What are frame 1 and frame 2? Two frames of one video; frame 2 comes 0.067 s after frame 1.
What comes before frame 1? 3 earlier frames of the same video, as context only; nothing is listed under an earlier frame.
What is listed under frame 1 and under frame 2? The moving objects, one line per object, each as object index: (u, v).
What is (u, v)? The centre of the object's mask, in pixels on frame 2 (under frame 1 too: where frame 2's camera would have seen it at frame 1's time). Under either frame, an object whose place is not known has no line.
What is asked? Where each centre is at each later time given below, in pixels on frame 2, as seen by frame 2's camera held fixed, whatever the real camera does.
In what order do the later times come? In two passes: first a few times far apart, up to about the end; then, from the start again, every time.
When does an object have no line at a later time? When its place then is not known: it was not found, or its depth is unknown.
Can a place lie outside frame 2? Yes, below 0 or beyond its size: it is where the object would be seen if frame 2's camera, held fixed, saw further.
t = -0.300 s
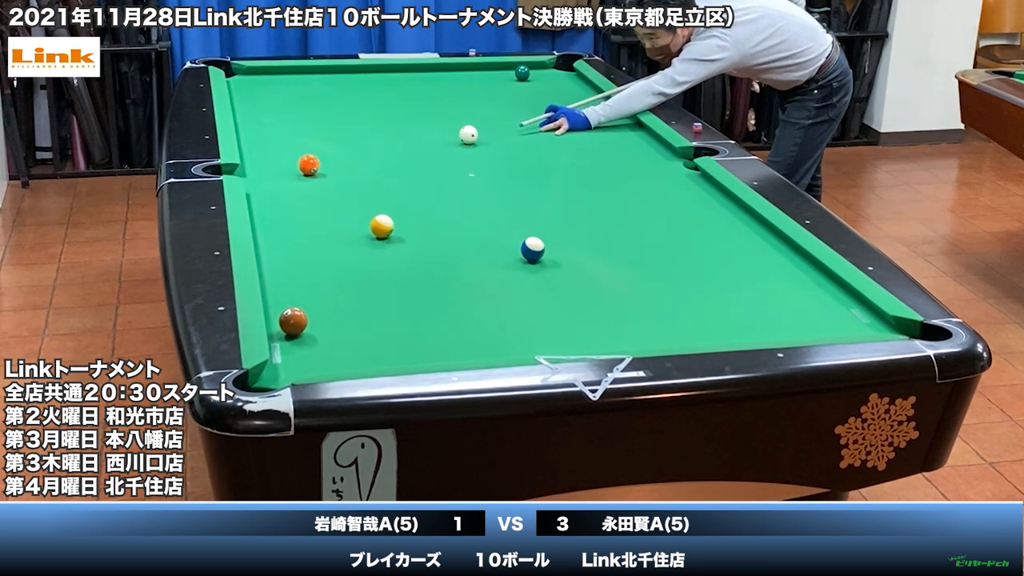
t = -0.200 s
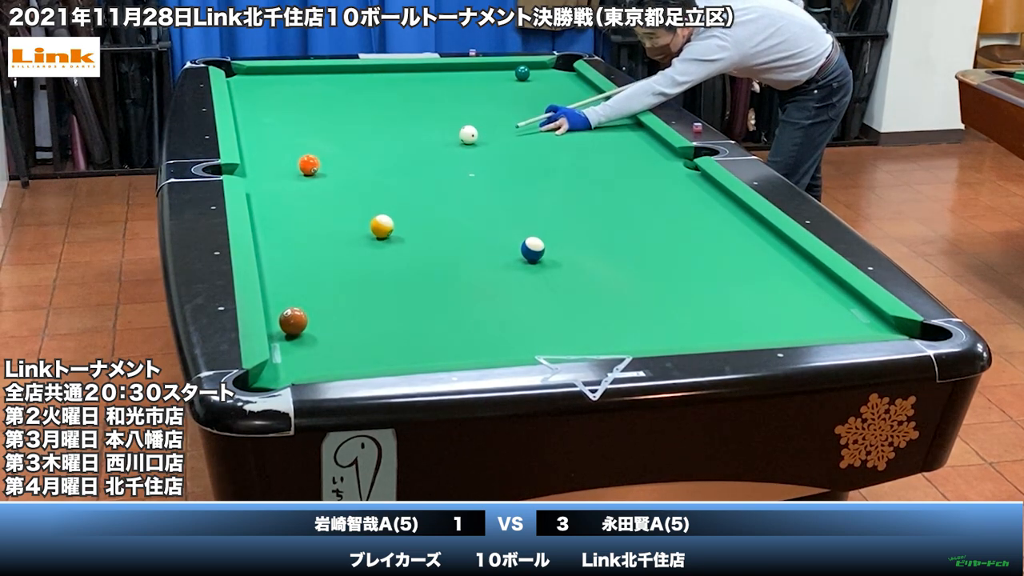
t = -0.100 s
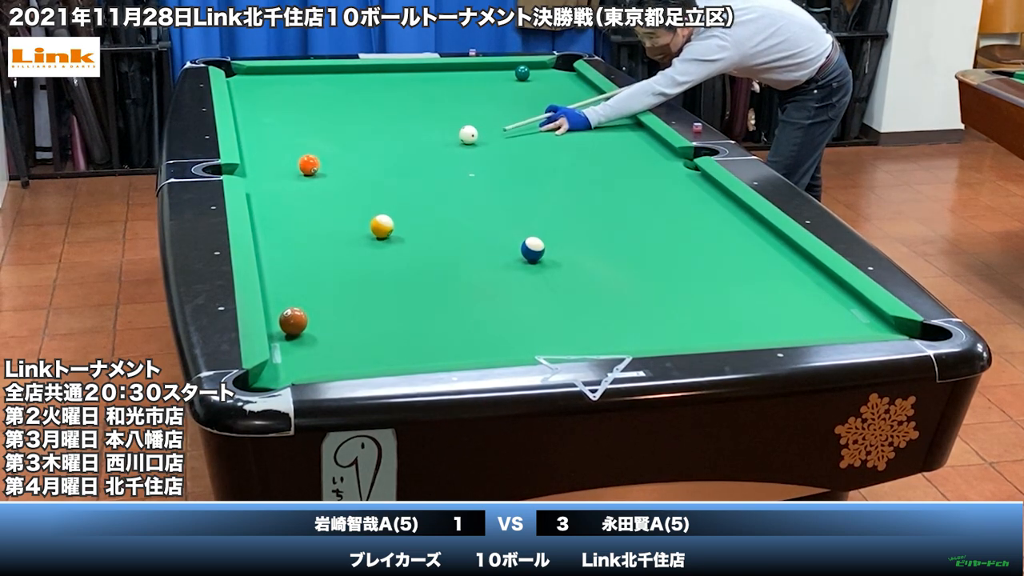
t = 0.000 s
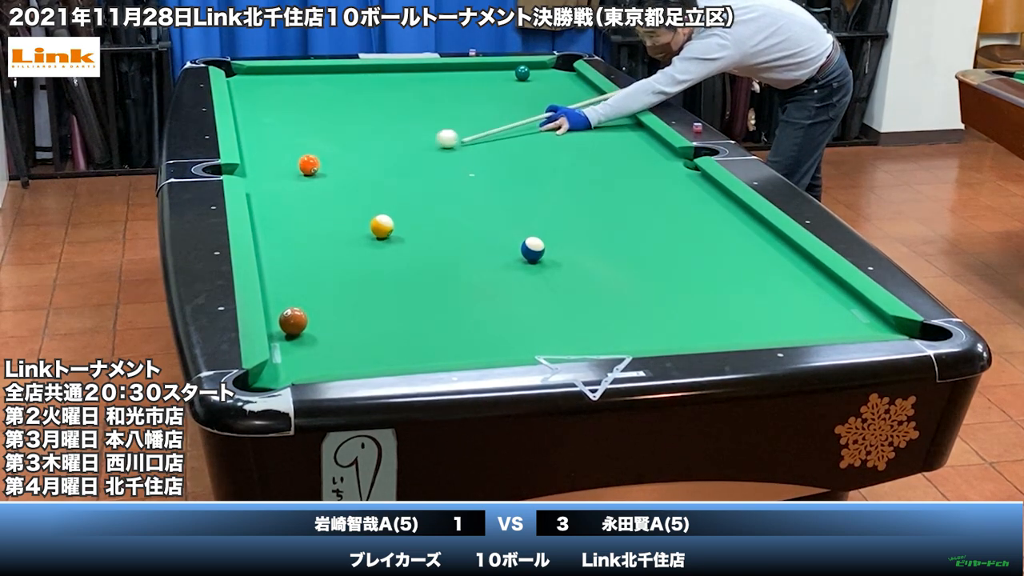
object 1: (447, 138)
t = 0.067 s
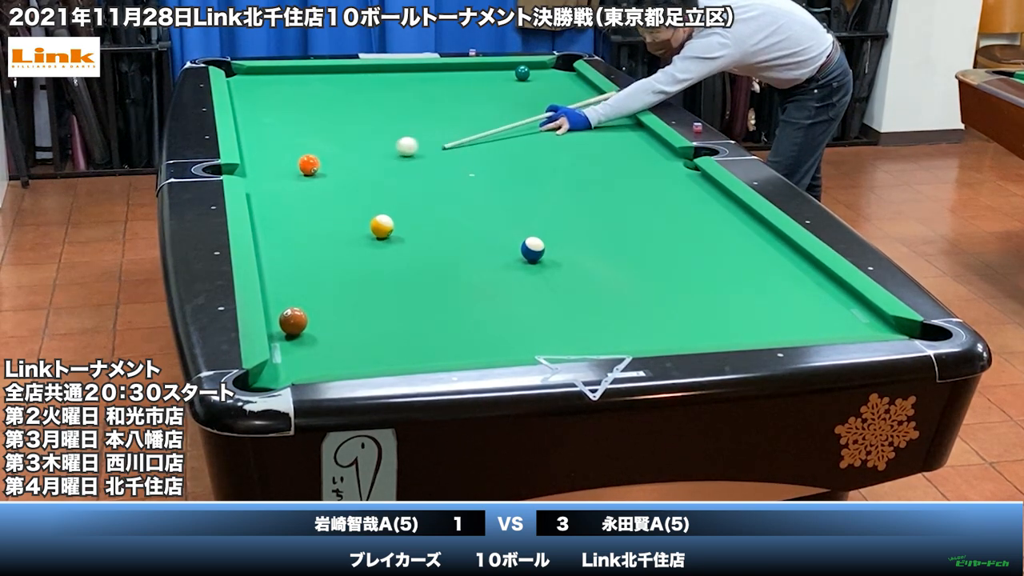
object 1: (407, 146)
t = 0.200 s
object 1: (332, 161)
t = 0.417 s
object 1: (334, 164)
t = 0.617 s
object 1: (340, 165)
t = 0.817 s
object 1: (346, 165)
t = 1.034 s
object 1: (350, 166)
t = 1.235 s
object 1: (354, 167)
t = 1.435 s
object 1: (358, 167)
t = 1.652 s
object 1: (360, 167)
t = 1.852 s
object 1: (361, 168)
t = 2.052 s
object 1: (362, 168)
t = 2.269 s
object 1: (361, 167)
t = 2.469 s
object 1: (361, 167)
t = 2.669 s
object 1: (362, 168)
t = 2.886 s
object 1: (362, 168)
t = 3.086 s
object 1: (362, 168)
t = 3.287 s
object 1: (361, 168)
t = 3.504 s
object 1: (361, 168)
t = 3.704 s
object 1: (361, 168)
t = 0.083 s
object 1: (397, 148)
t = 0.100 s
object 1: (388, 150)
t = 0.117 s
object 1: (378, 152)
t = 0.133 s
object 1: (369, 153)
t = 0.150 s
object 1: (360, 155)
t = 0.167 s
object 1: (350, 157)
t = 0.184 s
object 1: (341, 159)
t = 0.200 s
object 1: (332, 161)
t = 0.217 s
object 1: (327, 162)
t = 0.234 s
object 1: (328, 162)
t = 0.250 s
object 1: (329, 162)
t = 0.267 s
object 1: (329, 162)
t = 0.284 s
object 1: (330, 163)
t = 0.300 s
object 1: (330, 163)
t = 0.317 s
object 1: (331, 163)
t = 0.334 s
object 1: (331, 163)
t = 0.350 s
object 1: (332, 163)
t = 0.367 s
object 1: (332, 163)
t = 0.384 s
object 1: (333, 163)
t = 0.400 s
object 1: (333, 163)
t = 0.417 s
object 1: (334, 164)
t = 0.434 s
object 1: (335, 164)
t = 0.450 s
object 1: (335, 164)
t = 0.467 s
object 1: (336, 164)
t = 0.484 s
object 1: (336, 164)
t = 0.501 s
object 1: (337, 164)
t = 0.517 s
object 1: (337, 164)
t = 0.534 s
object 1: (338, 164)
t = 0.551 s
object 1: (338, 164)
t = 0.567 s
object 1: (339, 164)
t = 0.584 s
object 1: (339, 164)
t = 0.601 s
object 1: (340, 164)
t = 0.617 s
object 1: (340, 165)
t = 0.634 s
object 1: (341, 165)
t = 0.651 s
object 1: (341, 165)
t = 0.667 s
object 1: (342, 165)
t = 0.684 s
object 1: (342, 165)
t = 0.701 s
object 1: (343, 165)
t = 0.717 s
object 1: (343, 165)
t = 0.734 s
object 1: (343, 165)
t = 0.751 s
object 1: (344, 165)
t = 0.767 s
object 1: (344, 165)
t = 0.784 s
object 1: (345, 165)
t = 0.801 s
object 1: (345, 165)
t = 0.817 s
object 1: (346, 165)
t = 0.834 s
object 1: (346, 165)
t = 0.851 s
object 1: (346, 165)
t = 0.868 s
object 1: (347, 165)
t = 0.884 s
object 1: (347, 166)
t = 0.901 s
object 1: (348, 166)
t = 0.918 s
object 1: (348, 166)
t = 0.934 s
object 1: (348, 166)
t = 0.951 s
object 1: (349, 166)
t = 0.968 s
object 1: (349, 166)
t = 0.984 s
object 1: (349, 166)
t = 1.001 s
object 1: (350, 166)
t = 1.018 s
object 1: (350, 166)
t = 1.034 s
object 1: (350, 166)
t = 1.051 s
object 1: (351, 166)
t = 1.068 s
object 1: (351, 166)
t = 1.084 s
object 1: (352, 166)
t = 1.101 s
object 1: (352, 166)
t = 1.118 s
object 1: (352, 167)
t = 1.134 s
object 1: (352, 167)
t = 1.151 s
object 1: (353, 166)
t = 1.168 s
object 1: (353, 167)
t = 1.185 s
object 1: (354, 167)
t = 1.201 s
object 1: (354, 167)
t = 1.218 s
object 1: (354, 167)
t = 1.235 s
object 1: (354, 167)
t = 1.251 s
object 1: (355, 167)
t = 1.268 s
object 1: (355, 167)
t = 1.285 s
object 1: (355, 167)
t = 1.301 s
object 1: (356, 167)
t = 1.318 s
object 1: (356, 167)
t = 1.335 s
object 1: (356, 167)
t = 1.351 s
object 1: (356, 167)
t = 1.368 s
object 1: (357, 167)
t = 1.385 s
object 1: (357, 167)
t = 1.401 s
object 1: (357, 167)
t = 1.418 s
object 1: (357, 167)
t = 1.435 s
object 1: (358, 167)
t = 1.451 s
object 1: (358, 167)
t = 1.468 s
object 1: (358, 167)
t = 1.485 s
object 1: (358, 167)
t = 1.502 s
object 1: (358, 167)
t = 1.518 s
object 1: (359, 167)
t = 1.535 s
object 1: (359, 167)
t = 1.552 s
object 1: (359, 167)
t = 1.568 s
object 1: (359, 167)
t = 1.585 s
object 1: (359, 167)
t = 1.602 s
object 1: (359, 167)
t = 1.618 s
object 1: (359, 167)
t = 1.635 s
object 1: (360, 168)
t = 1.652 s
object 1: (360, 167)
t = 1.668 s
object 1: (360, 167)
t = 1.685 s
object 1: (360, 167)
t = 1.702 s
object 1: (360, 168)
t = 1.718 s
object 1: (361, 167)
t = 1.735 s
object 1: (361, 168)
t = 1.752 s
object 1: (361, 167)
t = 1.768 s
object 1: (361, 168)
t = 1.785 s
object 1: (361, 168)
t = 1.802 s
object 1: (361, 168)
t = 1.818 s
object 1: (361, 168)
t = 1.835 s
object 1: (361, 168)
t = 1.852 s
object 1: (361, 168)
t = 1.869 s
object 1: (361, 168)
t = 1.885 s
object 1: (361, 168)
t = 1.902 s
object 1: (361, 168)
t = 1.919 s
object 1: (361, 168)
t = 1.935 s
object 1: (361, 168)
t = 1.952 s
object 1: (362, 168)
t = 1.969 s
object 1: (362, 168)
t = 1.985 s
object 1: (362, 168)
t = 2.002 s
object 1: (362, 168)
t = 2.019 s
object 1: (362, 168)
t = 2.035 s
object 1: (362, 168)
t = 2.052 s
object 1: (362, 168)
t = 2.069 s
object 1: (362, 168)
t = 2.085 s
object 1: (362, 168)
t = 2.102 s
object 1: (362, 168)
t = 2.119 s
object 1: (362, 168)
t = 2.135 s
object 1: (362, 168)
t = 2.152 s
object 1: (362, 168)
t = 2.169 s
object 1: (362, 168)
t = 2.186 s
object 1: (362, 168)
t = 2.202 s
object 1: (362, 168)
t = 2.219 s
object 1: (362, 168)
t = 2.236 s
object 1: (361, 167)
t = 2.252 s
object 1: (361, 168)
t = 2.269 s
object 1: (361, 167)
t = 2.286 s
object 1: (362, 168)
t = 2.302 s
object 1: (362, 168)
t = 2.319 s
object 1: (362, 168)
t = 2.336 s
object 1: (362, 168)
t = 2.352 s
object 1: (362, 168)
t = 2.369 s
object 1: (361, 168)
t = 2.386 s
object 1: (362, 168)
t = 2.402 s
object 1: (362, 168)
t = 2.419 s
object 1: (362, 168)
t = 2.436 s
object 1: (362, 168)
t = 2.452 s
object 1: (362, 168)
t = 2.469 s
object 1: (361, 167)
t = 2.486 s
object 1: (362, 168)
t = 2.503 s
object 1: (362, 168)
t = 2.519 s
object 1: (362, 167)
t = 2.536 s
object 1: (361, 168)
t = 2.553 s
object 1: (361, 167)
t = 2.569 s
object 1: (362, 168)
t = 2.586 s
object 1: (362, 168)
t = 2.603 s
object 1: (362, 167)
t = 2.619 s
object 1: (362, 168)
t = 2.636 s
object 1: (362, 168)
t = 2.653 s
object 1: (362, 168)
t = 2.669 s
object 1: (362, 168)
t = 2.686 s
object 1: (362, 168)
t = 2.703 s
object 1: (362, 168)
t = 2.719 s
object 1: (361, 168)
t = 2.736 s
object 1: (362, 168)
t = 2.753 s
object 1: (362, 168)
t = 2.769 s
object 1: (362, 168)
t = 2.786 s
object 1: (362, 168)
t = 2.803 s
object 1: (361, 168)
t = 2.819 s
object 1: (362, 168)
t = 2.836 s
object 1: (362, 168)
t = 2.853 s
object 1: (362, 168)
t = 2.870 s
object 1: (362, 167)
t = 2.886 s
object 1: (362, 168)
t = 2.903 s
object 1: (362, 168)
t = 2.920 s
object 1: (362, 168)
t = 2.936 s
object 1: (362, 167)
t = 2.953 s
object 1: (361, 167)
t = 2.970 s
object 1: (362, 168)
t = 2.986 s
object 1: (362, 168)
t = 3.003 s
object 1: (362, 168)
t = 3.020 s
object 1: (362, 168)
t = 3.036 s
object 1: (362, 168)
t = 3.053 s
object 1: (362, 168)
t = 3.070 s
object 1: (362, 167)
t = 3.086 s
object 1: (362, 168)
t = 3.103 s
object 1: (362, 168)
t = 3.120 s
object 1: (361, 168)
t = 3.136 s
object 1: (362, 168)
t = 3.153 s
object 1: (361, 168)
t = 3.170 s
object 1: (361, 168)
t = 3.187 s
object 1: (361, 168)
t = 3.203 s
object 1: (361, 168)
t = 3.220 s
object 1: (361, 168)
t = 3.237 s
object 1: (361, 168)
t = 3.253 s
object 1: (361, 168)
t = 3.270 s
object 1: (361, 168)
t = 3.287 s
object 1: (361, 168)
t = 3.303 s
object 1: (361, 168)
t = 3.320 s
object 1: (361, 168)
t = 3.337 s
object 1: (361, 168)
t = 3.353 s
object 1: (361, 168)
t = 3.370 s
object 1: (361, 168)
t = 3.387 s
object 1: (362, 168)
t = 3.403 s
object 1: (361, 168)
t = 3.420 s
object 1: (361, 168)
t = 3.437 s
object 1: (361, 168)
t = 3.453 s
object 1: (361, 168)
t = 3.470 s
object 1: (361, 168)
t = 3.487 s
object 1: (361, 168)
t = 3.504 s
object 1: (361, 168)
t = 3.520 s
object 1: (362, 168)
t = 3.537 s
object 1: (361, 168)
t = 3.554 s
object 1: (361, 168)
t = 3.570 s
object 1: (361, 168)
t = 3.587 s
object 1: (361, 168)
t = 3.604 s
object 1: (361, 168)
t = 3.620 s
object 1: (361, 168)
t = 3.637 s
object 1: (361, 168)
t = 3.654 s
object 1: (361, 168)
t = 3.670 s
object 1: (361, 168)
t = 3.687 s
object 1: (361, 168)
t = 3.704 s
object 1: (361, 168)
